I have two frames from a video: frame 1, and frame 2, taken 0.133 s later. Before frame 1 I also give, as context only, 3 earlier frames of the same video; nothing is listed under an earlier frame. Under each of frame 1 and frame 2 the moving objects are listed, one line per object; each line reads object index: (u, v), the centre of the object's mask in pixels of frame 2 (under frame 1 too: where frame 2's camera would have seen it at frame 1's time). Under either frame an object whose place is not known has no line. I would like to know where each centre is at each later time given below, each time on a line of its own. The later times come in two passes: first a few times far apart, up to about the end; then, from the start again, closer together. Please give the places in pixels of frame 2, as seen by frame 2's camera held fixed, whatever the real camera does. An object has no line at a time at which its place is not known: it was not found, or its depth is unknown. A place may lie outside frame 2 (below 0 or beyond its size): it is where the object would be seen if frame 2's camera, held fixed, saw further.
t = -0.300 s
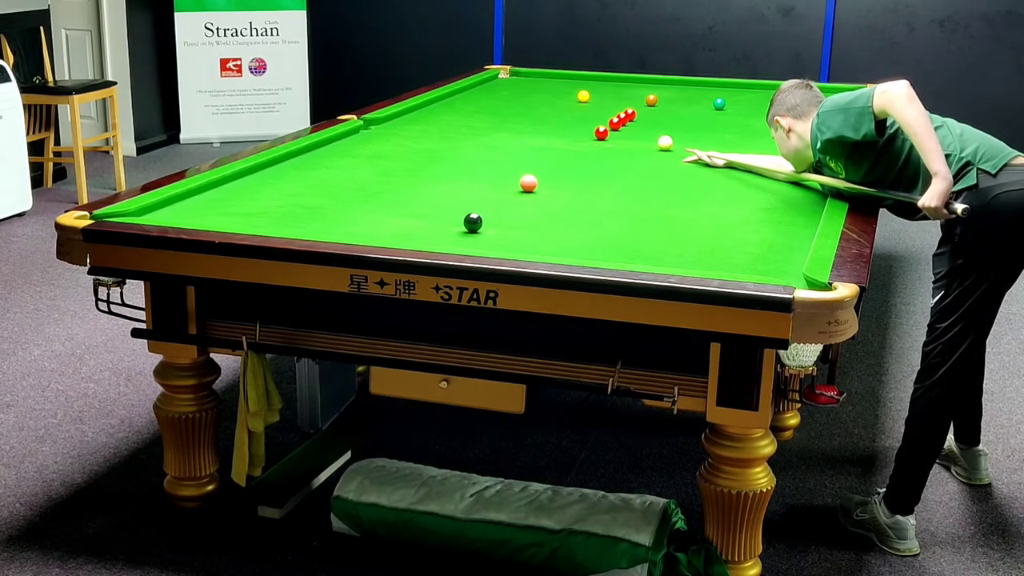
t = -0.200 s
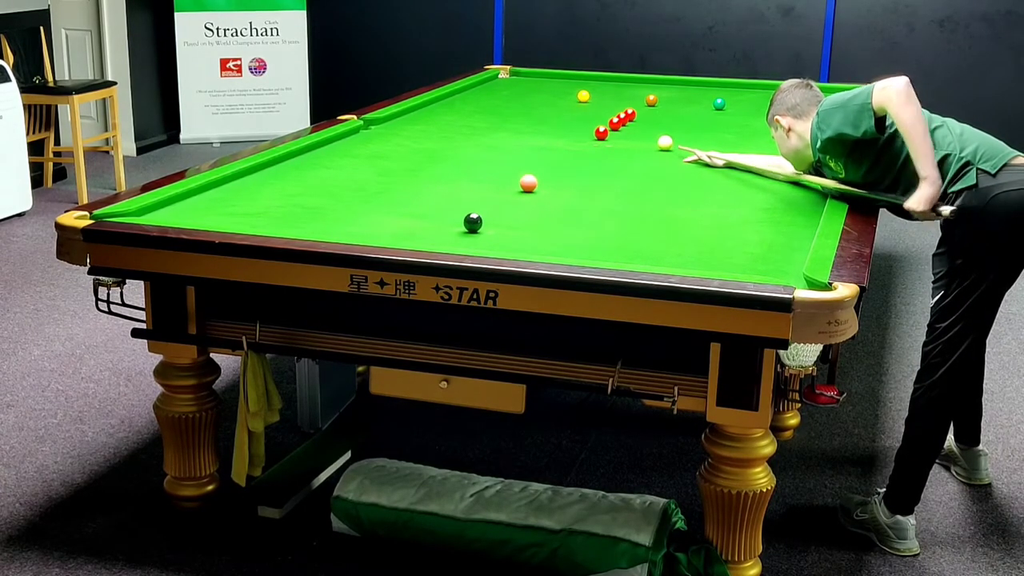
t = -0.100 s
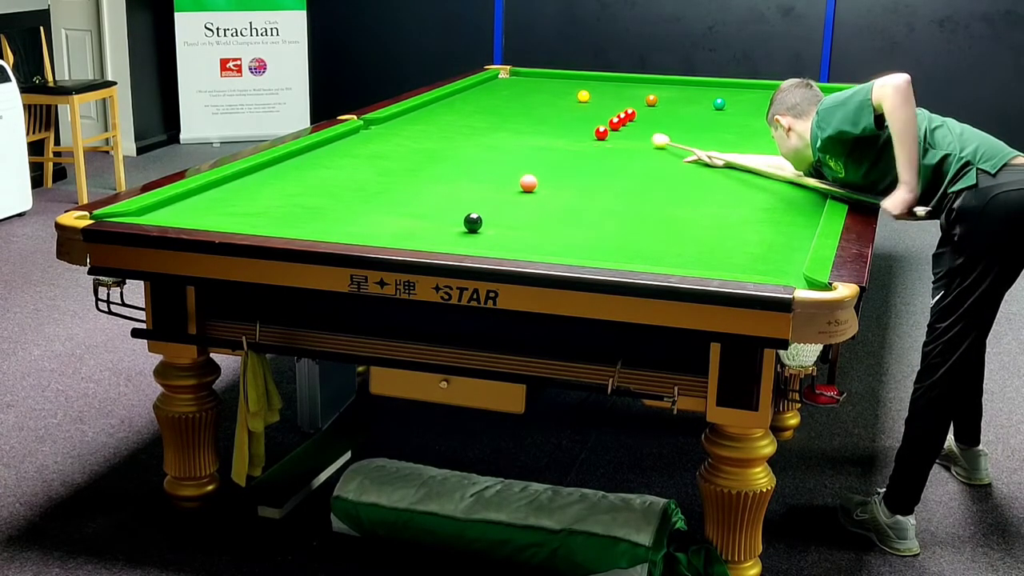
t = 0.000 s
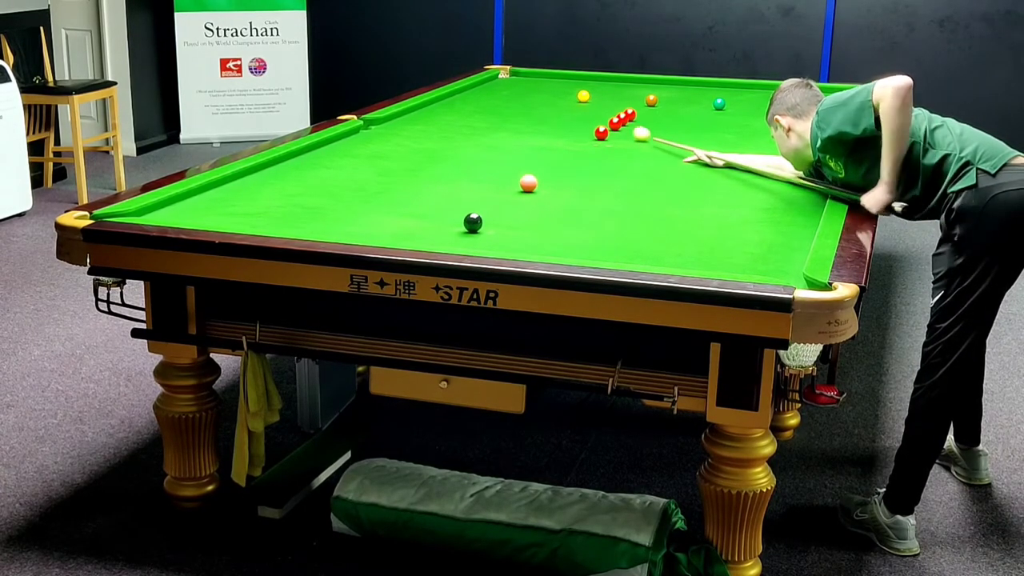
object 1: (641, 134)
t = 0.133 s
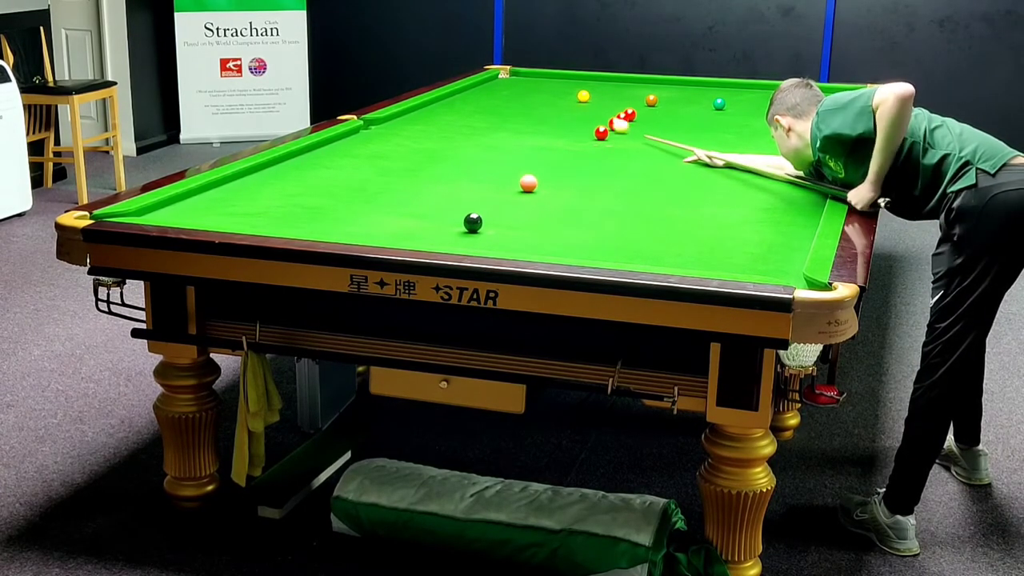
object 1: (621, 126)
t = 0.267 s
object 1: (614, 124)
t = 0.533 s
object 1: (600, 121)
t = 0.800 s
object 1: (587, 119)
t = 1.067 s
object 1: (576, 116)
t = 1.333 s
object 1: (565, 113)
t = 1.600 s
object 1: (556, 111)
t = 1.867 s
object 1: (547, 109)
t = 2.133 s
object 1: (540, 108)
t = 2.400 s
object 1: (534, 106)
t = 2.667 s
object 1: (529, 105)
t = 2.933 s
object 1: (524, 104)
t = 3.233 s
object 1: (522, 103)
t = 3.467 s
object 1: (518, 103)
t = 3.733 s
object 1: (516, 102)
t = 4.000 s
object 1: (515, 102)
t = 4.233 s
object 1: (515, 102)
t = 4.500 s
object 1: (515, 102)
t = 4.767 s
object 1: (515, 102)
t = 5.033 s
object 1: (515, 102)
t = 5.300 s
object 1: (515, 102)
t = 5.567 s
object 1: (515, 102)
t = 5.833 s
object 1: (515, 102)
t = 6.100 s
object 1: (515, 102)
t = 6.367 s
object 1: (515, 102)
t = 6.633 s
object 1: (515, 102)
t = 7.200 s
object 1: (515, 102)
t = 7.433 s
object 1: (515, 102)
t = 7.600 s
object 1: (515, 102)
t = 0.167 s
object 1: (618, 125)
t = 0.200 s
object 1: (617, 125)
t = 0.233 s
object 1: (616, 125)
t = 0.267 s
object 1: (614, 124)
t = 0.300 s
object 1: (613, 124)
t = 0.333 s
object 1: (611, 123)
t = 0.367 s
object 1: (609, 123)
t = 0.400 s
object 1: (607, 122)
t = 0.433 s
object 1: (605, 122)
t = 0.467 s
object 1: (604, 122)
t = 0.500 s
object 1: (602, 121)
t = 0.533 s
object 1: (600, 121)
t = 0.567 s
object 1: (598, 121)
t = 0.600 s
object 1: (596, 120)
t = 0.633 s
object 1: (595, 120)
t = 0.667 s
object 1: (593, 120)
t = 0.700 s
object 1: (592, 120)
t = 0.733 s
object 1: (590, 119)
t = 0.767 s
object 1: (589, 119)
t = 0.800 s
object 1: (587, 119)
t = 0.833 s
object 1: (586, 118)
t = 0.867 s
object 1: (584, 118)
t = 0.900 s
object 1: (583, 118)
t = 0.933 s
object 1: (581, 117)
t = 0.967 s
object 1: (580, 117)
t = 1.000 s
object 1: (578, 117)
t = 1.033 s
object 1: (577, 116)
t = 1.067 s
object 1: (576, 116)
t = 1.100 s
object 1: (574, 116)
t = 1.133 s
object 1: (573, 115)
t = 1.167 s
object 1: (571, 115)
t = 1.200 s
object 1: (570, 115)
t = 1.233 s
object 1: (569, 114)
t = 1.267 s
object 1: (567, 114)
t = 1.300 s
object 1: (566, 114)
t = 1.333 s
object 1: (565, 113)
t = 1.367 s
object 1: (564, 113)
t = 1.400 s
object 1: (562, 113)
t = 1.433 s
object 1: (561, 113)
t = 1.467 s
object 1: (560, 112)
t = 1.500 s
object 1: (559, 112)
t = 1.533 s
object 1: (558, 112)
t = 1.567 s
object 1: (557, 112)
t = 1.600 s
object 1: (556, 111)
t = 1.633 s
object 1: (554, 111)
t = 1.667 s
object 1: (553, 111)
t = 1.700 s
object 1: (552, 110)
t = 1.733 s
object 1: (551, 110)
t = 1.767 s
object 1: (550, 110)
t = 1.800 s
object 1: (549, 110)
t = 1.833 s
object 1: (548, 109)
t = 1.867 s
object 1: (547, 109)
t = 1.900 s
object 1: (546, 109)
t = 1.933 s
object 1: (545, 109)
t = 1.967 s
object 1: (544, 108)
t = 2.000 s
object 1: (543, 108)
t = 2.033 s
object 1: (543, 108)
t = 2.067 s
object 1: (542, 108)
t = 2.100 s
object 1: (541, 108)
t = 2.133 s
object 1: (540, 108)
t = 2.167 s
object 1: (539, 107)
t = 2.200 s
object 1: (538, 107)
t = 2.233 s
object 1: (538, 107)
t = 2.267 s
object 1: (537, 107)
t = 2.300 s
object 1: (536, 107)
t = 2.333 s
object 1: (535, 107)
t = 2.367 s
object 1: (535, 106)
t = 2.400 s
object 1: (534, 106)
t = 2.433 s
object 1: (533, 106)
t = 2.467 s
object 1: (532, 106)
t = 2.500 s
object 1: (532, 106)
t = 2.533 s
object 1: (531, 105)
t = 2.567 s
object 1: (530, 105)
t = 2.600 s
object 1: (530, 105)
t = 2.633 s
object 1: (529, 105)
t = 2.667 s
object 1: (529, 105)
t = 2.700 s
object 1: (528, 105)
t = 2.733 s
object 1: (527, 105)
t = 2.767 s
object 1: (527, 105)
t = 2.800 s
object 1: (526, 104)
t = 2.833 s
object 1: (526, 104)
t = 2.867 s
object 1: (525, 104)
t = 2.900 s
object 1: (525, 104)
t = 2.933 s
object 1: (524, 104)
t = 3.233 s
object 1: (522, 103)
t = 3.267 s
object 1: (520, 103)
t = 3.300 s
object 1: (520, 103)
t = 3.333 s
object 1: (519, 103)
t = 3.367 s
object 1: (519, 103)
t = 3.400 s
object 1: (519, 103)
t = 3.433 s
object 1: (518, 103)
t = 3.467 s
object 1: (518, 103)
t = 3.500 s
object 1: (518, 103)
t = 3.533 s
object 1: (517, 103)
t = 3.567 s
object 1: (517, 103)
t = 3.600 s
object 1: (517, 103)
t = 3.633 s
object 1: (517, 103)
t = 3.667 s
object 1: (517, 103)
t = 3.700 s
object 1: (516, 102)
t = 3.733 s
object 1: (516, 102)
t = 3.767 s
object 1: (516, 102)
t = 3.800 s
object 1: (516, 102)
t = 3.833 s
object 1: (516, 103)
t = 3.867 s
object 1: (516, 102)
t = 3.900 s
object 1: (515, 102)
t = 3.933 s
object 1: (515, 102)
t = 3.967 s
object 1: (515, 102)
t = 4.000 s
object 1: (515, 102)
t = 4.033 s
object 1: (515, 102)
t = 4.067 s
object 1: (515, 102)
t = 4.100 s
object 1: (515, 102)
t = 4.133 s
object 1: (515, 102)
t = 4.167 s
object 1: (515, 102)
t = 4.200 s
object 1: (515, 102)
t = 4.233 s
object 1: (515, 102)
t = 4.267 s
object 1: (515, 102)
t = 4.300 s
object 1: (515, 102)
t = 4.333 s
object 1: (515, 102)
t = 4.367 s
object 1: (515, 102)
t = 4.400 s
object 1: (515, 102)
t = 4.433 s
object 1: (515, 102)
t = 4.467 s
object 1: (515, 102)
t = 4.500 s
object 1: (515, 102)
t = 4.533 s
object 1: (515, 102)
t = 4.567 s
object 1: (515, 102)
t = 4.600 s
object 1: (515, 102)
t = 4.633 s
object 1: (515, 102)
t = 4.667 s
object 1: (515, 102)
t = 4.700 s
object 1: (515, 102)
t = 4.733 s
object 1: (515, 102)
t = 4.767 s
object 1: (515, 102)
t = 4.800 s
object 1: (515, 102)
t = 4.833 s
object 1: (515, 102)
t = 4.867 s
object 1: (515, 102)
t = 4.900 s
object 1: (515, 102)
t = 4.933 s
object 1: (515, 102)
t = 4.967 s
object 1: (515, 102)
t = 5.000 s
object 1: (515, 102)
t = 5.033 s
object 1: (515, 102)
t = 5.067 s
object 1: (515, 102)
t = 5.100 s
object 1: (515, 102)
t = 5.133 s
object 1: (515, 102)
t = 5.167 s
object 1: (515, 102)
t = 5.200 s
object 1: (515, 102)
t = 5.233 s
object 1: (515, 102)
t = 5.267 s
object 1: (515, 102)
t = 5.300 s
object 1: (515, 102)
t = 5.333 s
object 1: (515, 102)
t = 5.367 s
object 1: (515, 102)
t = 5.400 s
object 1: (515, 102)
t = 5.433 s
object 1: (515, 102)
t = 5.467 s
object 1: (515, 102)
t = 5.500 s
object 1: (515, 102)
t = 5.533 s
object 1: (515, 102)
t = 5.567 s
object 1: (515, 102)
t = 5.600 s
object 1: (515, 102)
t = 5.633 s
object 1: (515, 102)
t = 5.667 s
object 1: (515, 102)
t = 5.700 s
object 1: (515, 102)
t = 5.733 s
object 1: (515, 102)
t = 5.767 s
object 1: (515, 102)
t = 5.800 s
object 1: (515, 102)
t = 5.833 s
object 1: (515, 102)
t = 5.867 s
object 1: (515, 102)
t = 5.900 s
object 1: (515, 102)
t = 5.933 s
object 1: (515, 102)
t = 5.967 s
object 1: (515, 102)
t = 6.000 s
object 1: (515, 102)
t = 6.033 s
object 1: (515, 102)
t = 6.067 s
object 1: (515, 102)
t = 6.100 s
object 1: (515, 102)
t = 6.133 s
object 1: (515, 102)
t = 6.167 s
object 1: (515, 102)
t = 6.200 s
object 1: (515, 102)
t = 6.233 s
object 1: (515, 102)
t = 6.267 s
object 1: (515, 102)
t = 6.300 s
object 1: (515, 102)
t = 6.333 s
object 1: (515, 102)
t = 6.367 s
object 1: (515, 102)
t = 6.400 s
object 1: (515, 102)
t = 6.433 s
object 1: (515, 102)
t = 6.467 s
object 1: (515, 102)
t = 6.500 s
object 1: (515, 102)
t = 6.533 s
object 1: (515, 102)
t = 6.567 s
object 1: (515, 102)
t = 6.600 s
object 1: (515, 102)
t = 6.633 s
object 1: (515, 102)
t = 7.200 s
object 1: (515, 102)
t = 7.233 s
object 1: (515, 102)
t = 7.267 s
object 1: (515, 102)
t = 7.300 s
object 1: (515, 102)
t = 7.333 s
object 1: (515, 102)
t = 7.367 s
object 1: (515, 102)
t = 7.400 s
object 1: (515, 102)
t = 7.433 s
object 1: (515, 102)
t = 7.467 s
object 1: (515, 102)
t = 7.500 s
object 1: (515, 102)
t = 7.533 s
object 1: (515, 102)
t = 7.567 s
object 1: (515, 102)
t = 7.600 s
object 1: (515, 102)
